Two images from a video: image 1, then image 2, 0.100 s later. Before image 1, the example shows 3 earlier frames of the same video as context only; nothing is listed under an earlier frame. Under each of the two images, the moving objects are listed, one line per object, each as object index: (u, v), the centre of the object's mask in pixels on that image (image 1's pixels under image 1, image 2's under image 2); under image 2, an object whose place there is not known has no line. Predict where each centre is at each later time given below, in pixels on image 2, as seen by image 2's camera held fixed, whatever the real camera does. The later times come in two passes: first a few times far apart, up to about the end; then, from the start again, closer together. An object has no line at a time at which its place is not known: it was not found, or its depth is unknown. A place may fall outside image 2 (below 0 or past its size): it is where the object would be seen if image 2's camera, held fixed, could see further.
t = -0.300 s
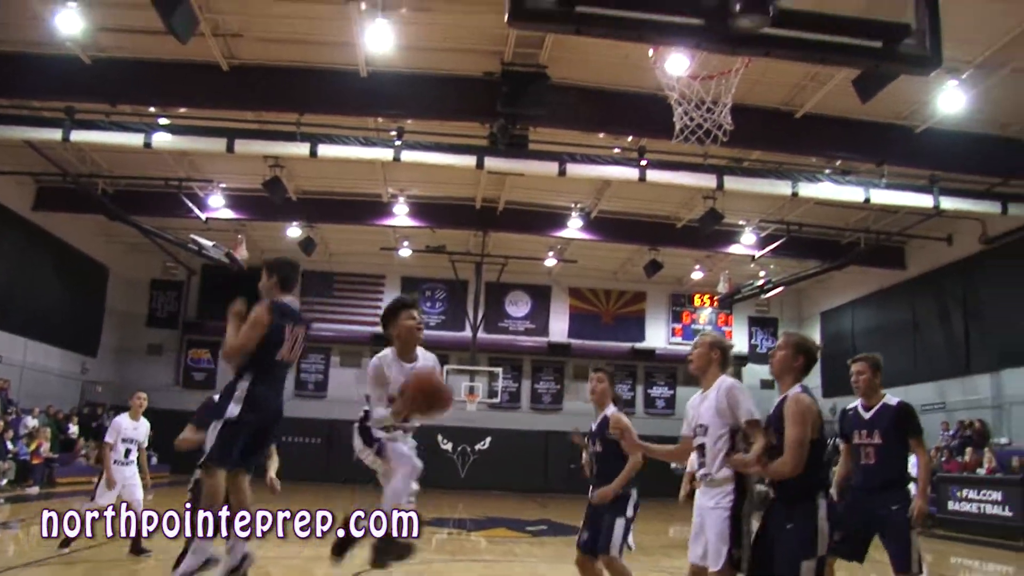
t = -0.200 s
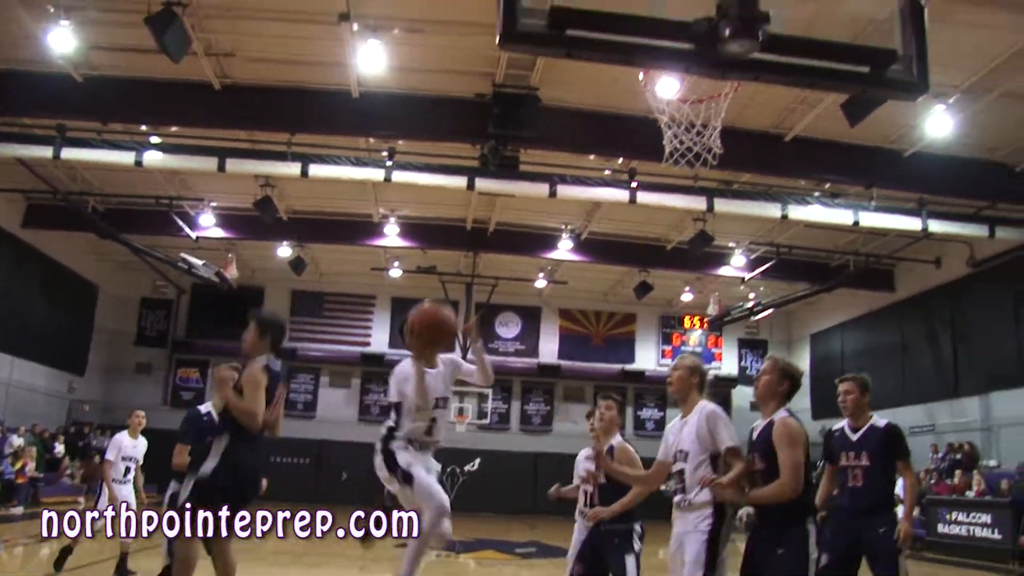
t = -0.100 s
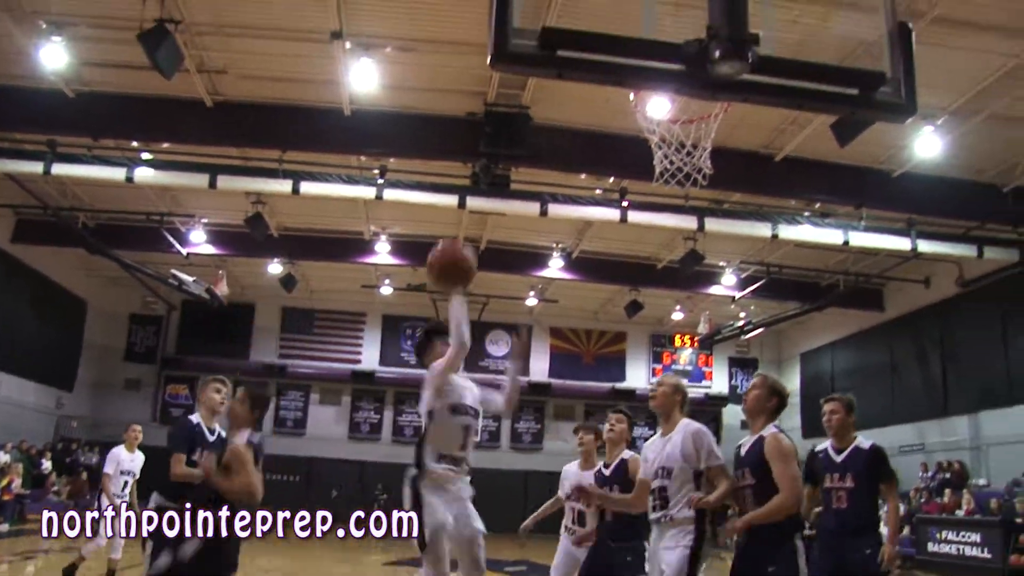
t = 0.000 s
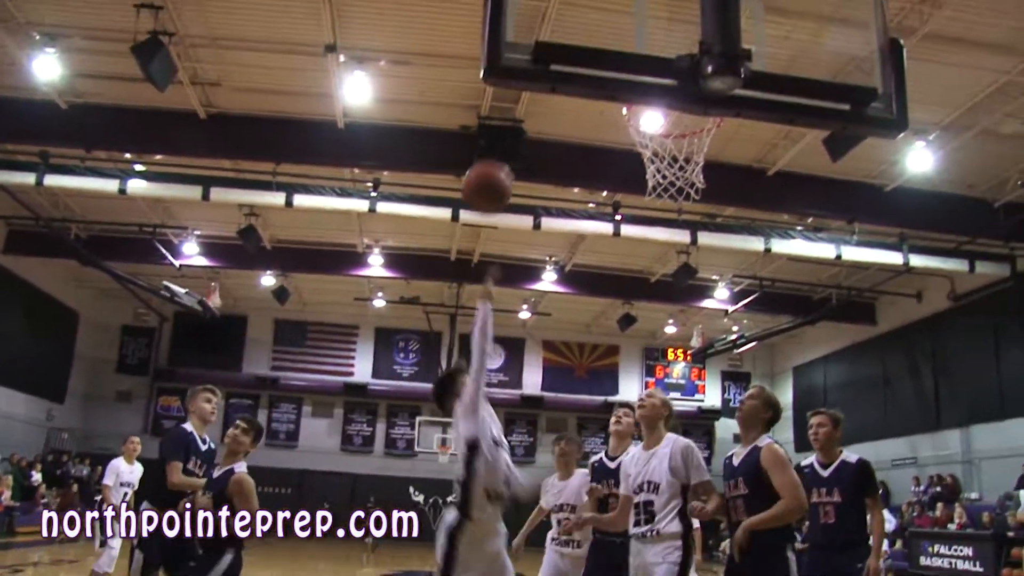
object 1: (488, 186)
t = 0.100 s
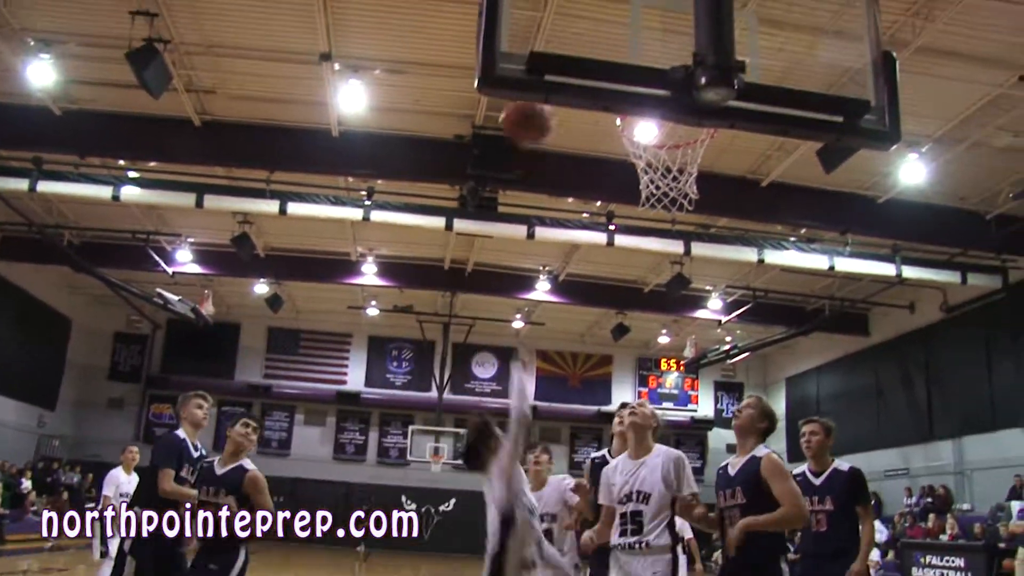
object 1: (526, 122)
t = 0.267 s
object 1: (606, 25)
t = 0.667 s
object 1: (653, 137)
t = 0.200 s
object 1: (578, 44)
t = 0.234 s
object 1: (592, 37)
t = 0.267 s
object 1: (606, 25)
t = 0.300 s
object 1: (614, 23)
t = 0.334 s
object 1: (618, 28)
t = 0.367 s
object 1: (631, 36)
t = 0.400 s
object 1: (645, 43)
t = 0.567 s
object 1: (676, 133)
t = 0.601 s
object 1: (676, 135)
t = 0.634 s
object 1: (664, 136)
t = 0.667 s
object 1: (653, 137)
